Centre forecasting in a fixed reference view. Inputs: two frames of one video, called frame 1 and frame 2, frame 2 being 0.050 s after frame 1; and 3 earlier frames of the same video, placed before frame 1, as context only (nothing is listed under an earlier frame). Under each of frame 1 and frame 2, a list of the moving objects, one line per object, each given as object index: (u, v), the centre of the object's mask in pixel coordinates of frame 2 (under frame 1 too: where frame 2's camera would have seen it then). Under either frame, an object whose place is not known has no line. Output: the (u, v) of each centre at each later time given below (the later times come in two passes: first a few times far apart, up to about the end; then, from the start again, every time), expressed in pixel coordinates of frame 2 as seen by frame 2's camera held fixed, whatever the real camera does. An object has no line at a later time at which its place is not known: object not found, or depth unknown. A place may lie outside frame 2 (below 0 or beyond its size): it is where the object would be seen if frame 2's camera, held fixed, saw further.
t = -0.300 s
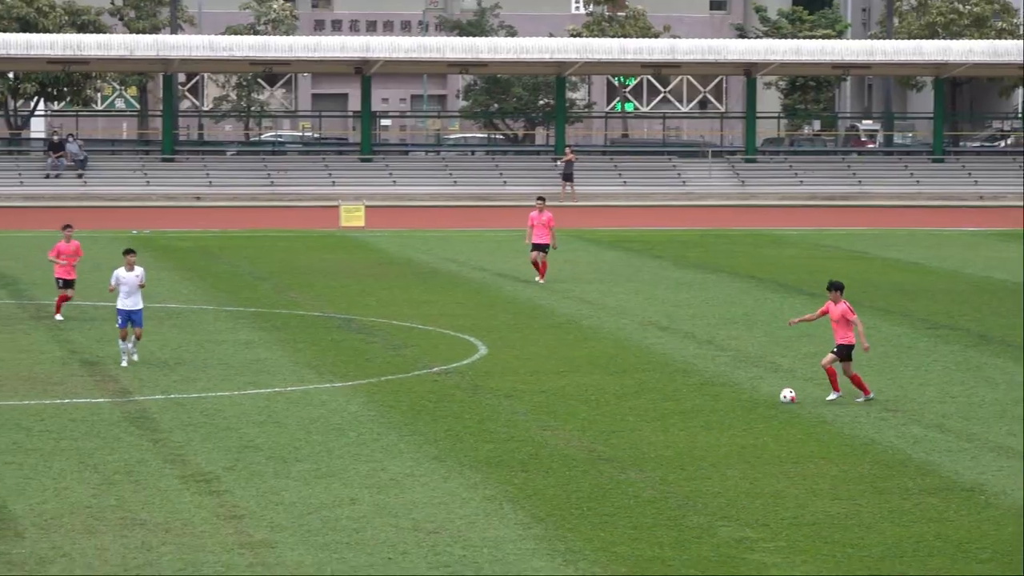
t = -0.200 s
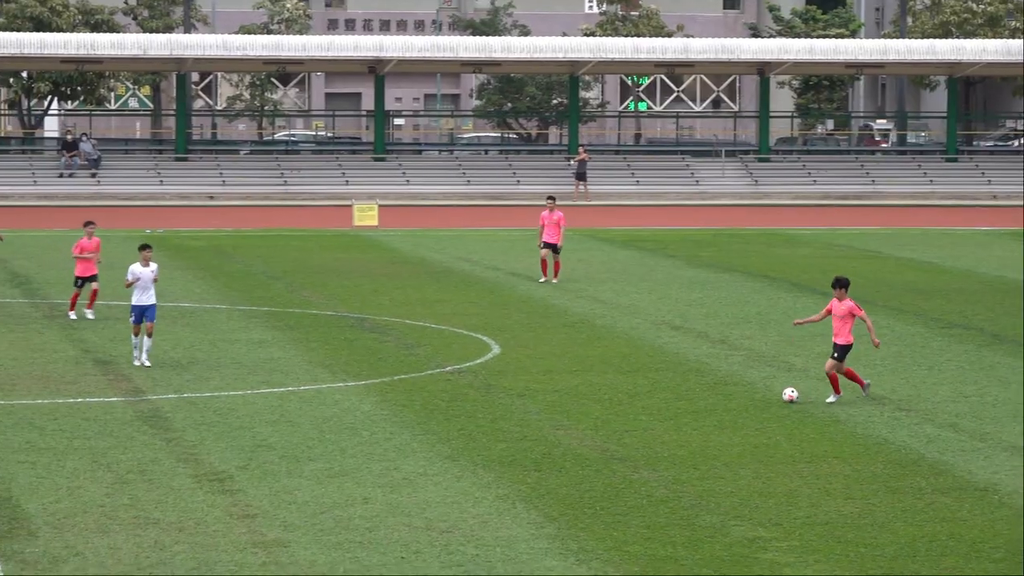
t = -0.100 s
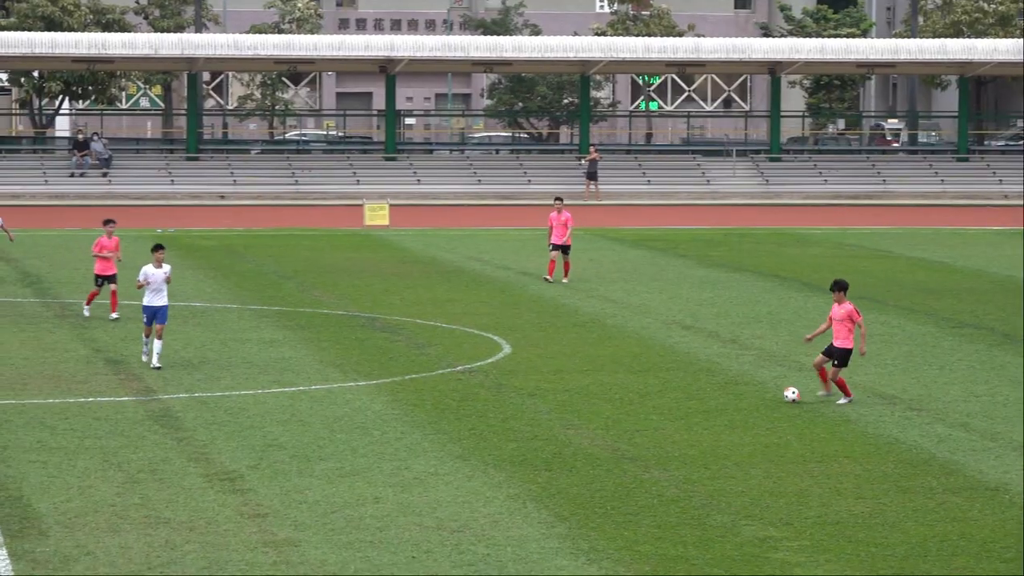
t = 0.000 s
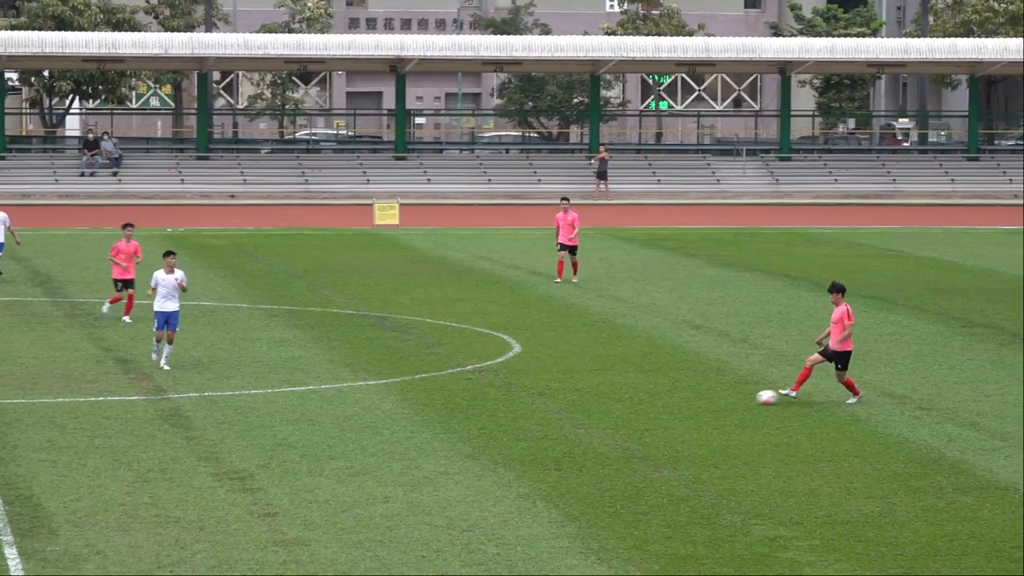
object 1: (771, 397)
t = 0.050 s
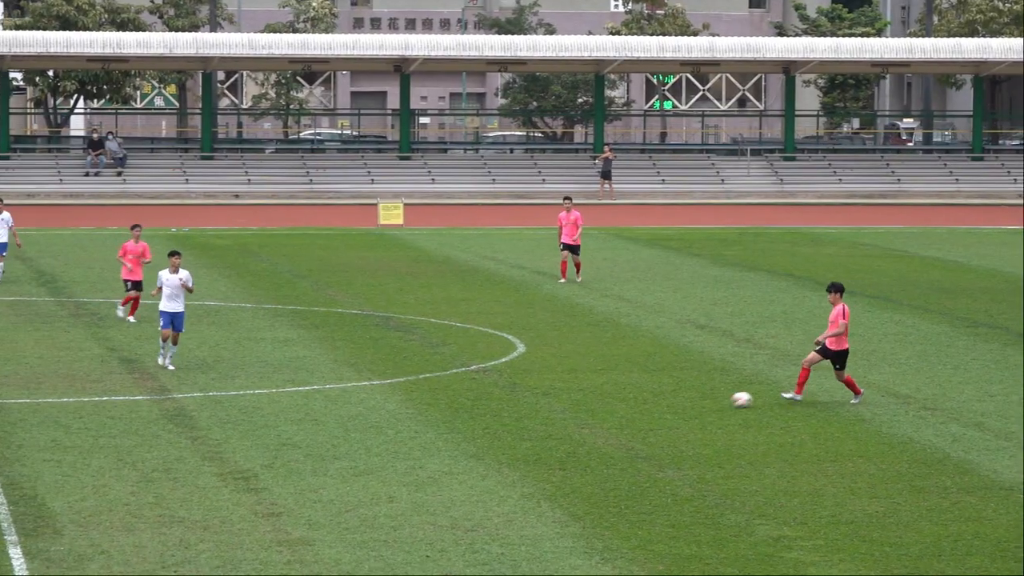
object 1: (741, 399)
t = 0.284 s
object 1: (618, 409)
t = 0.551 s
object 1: (508, 418)
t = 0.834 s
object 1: (398, 426)
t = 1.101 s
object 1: (298, 432)
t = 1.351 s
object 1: (207, 443)
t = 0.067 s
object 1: (731, 400)
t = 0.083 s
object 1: (722, 401)
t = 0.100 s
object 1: (712, 402)
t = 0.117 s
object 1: (703, 403)
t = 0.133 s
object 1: (693, 404)
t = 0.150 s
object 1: (684, 404)
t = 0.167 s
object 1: (674, 406)
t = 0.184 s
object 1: (666, 406)
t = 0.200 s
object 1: (658, 407)
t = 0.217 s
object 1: (650, 407)
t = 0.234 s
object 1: (642, 408)
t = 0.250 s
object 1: (634, 408)
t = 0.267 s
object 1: (626, 409)
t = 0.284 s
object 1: (618, 409)
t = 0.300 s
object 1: (610, 410)
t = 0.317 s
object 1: (602, 411)
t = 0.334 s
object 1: (596, 411)
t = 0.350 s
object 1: (589, 411)
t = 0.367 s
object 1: (582, 410)
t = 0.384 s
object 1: (575, 410)
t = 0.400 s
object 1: (568, 410)
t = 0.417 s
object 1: (561, 411)
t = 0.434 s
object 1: (555, 412)
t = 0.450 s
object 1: (548, 413)
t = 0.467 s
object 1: (541, 414)
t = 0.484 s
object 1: (535, 415)
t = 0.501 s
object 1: (527, 416)
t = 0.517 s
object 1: (521, 418)
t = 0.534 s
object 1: (515, 418)
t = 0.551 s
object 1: (508, 418)
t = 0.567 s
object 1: (501, 418)
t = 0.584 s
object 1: (495, 417)
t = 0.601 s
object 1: (488, 417)
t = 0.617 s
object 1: (481, 418)
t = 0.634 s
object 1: (475, 419)
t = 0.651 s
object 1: (469, 419)
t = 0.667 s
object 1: (462, 420)
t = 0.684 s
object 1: (456, 422)
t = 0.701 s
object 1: (449, 423)
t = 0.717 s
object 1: (443, 424)
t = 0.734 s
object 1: (436, 425)
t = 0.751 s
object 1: (430, 425)
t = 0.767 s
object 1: (423, 425)
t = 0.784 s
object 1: (417, 425)
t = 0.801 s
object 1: (411, 425)
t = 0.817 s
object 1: (404, 425)
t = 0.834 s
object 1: (398, 426)
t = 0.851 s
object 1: (391, 426)
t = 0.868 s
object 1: (385, 428)
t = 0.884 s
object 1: (378, 429)
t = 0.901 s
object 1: (372, 430)
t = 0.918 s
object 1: (366, 432)
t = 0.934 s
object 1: (359, 432)
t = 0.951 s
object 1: (353, 432)
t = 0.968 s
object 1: (347, 432)
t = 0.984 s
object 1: (340, 431)
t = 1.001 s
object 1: (334, 431)
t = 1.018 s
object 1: (329, 430)
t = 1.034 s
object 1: (322, 430)
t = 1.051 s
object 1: (316, 430)
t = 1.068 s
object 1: (310, 431)
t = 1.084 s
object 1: (304, 431)
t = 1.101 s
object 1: (298, 432)
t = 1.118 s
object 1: (292, 434)
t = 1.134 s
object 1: (286, 434)
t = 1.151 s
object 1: (279, 436)
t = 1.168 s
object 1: (273, 437)
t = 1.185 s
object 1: (267, 440)
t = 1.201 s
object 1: (261, 440)
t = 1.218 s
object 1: (255, 440)
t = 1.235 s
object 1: (249, 440)
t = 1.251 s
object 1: (243, 439)
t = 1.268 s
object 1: (237, 439)
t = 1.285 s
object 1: (231, 439)
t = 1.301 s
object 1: (226, 439)
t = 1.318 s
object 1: (219, 440)
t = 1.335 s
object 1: (214, 441)
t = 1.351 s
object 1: (207, 443)
